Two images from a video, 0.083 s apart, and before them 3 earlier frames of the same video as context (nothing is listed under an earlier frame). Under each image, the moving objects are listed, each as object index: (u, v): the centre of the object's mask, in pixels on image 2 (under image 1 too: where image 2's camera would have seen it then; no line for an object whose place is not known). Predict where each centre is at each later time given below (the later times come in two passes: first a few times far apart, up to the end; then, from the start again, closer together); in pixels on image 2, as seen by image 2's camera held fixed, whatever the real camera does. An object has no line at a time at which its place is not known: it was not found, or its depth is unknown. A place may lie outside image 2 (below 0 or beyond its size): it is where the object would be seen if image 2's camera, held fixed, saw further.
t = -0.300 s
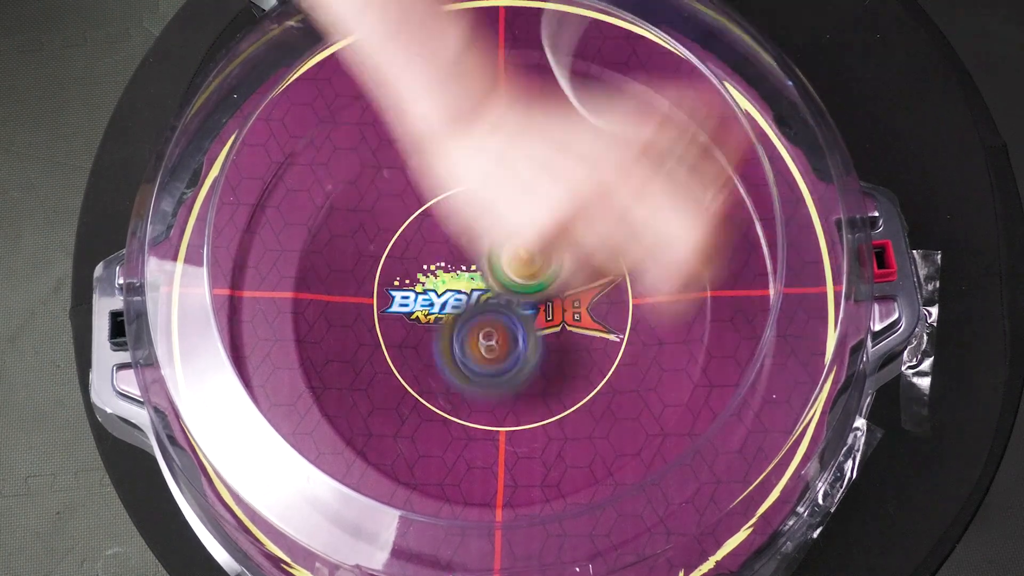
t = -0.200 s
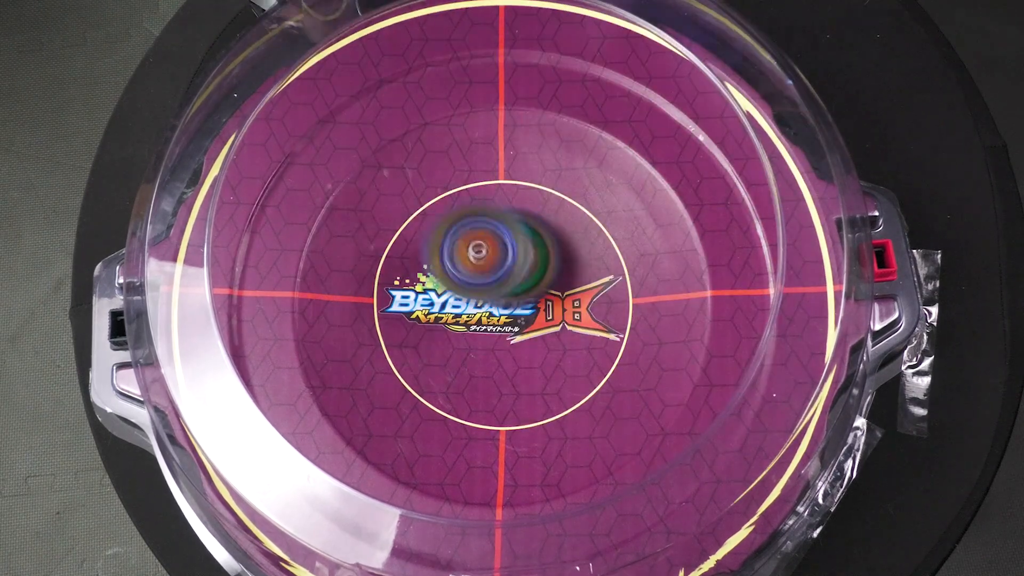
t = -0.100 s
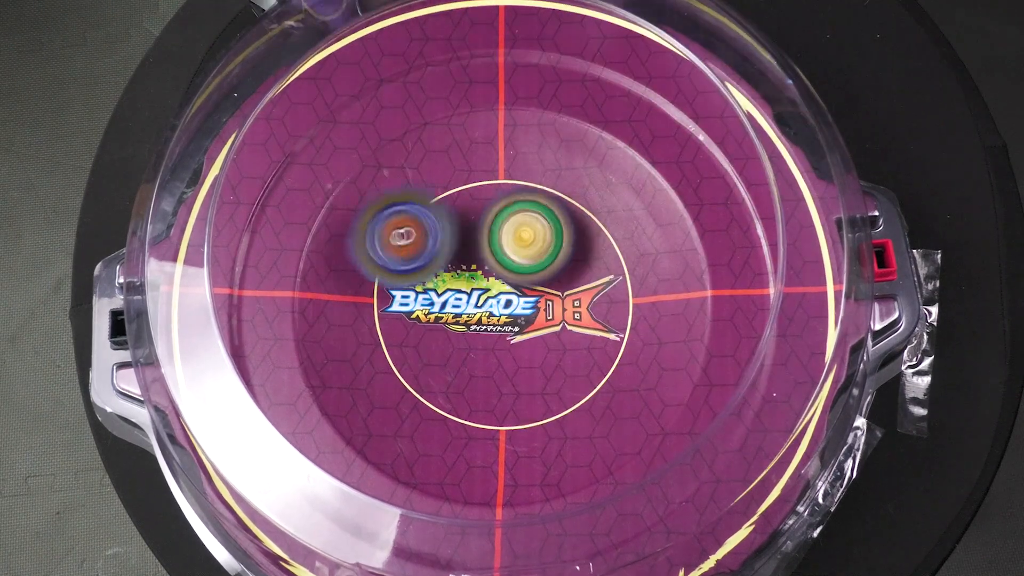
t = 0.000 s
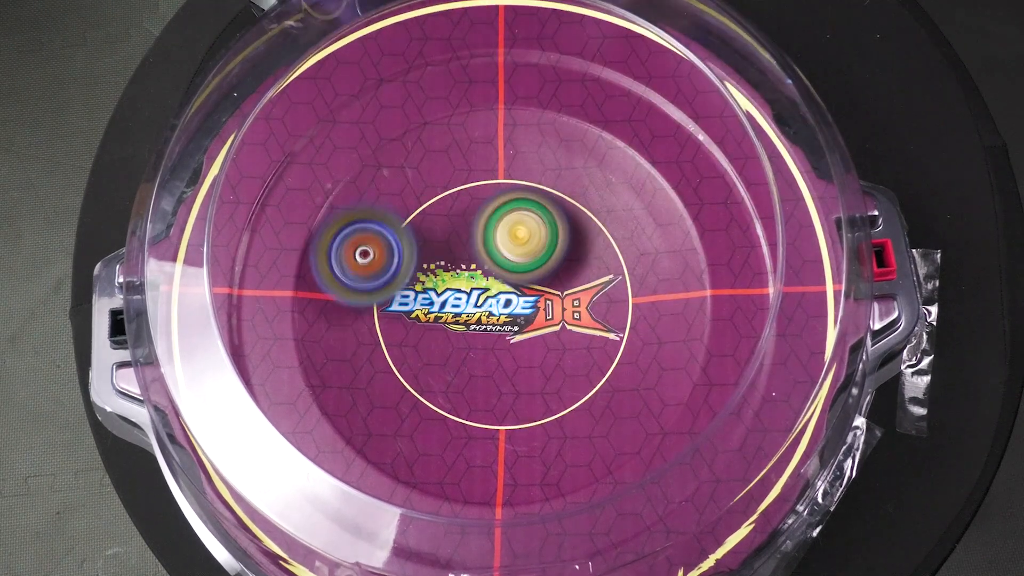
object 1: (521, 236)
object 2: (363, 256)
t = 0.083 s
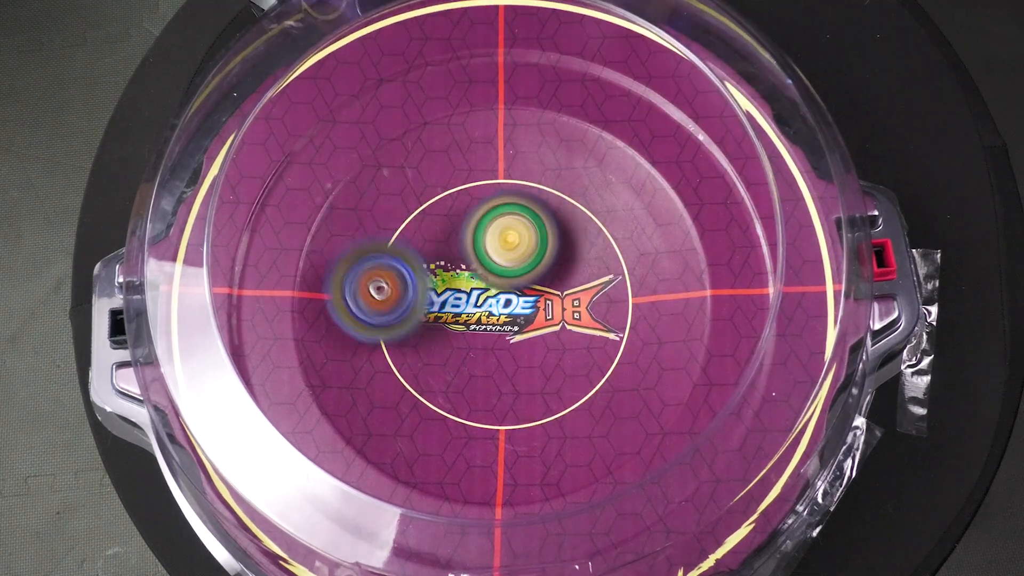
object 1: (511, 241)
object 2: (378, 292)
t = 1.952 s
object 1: (487, 330)
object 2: (408, 89)
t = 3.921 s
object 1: (471, 380)
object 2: (444, 277)
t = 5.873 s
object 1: (542, 356)
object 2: (428, 182)
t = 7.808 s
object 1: (481, 406)
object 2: (549, 153)
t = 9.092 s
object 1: (466, 373)
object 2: (491, 227)
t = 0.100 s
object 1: (509, 241)
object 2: (387, 299)
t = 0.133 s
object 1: (505, 243)
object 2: (410, 316)
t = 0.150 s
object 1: (502, 243)
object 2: (423, 324)
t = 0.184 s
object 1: (499, 243)
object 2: (454, 331)
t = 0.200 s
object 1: (497, 244)
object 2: (472, 336)
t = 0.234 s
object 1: (495, 245)
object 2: (506, 342)
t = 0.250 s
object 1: (493, 246)
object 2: (523, 341)
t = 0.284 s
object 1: (489, 247)
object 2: (559, 337)
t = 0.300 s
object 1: (488, 247)
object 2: (576, 331)
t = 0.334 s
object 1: (485, 248)
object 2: (606, 320)
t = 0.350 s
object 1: (483, 249)
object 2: (621, 311)
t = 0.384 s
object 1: (482, 250)
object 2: (642, 293)
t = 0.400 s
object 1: (480, 250)
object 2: (651, 281)
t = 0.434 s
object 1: (478, 251)
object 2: (664, 263)
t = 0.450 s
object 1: (477, 252)
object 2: (668, 250)
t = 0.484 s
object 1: (477, 254)
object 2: (671, 229)
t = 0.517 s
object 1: (477, 255)
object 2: (667, 204)
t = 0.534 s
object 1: (476, 255)
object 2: (663, 195)
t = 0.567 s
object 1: (473, 257)
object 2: (649, 172)
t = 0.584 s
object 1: (472, 258)
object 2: (639, 162)
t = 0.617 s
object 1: (469, 260)
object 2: (616, 144)
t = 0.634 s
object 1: (468, 260)
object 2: (601, 136)
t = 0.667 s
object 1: (465, 261)
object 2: (568, 125)
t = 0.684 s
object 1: (464, 262)
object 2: (551, 122)
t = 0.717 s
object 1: (461, 264)
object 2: (509, 124)
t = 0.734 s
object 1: (460, 265)
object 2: (491, 127)
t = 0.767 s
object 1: (458, 268)
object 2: (454, 142)
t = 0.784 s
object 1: (457, 269)
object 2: (438, 151)
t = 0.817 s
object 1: (457, 271)
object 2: (407, 178)
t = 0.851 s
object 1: (459, 278)
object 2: (377, 204)
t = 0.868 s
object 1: (460, 280)
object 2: (366, 218)
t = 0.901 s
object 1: (462, 284)
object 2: (349, 250)
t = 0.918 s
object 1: (462, 286)
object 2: (344, 268)
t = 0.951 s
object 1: (462, 289)
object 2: (341, 303)
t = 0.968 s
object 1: (462, 290)
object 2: (344, 321)
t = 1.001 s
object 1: (463, 291)
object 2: (357, 355)
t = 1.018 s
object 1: (464, 291)
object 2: (368, 369)
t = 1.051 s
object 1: (466, 291)
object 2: (394, 395)
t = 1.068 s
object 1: (466, 292)
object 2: (413, 406)
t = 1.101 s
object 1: (466, 292)
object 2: (450, 423)
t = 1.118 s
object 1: (467, 291)
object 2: (475, 430)
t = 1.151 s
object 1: (467, 291)
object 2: (520, 434)
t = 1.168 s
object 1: (467, 291)
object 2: (544, 433)
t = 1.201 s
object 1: (467, 291)
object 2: (589, 422)
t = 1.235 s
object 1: (467, 293)
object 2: (628, 403)
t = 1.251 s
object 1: (467, 293)
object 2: (646, 392)
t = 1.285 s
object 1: (467, 295)
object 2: (677, 361)
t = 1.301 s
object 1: (466, 296)
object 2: (688, 345)
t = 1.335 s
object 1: (466, 296)
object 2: (704, 310)
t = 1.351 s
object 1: (466, 297)
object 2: (710, 291)
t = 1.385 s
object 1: (467, 299)
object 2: (714, 253)
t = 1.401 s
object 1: (467, 300)
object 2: (713, 238)
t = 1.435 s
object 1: (467, 301)
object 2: (711, 202)
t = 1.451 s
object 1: (467, 302)
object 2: (710, 187)
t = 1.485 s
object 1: (467, 302)
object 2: (706, 155)
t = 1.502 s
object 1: (467, 303)
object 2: (701, 141)
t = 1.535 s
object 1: (467, 304)
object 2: (693, 111)
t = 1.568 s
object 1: (467, 305)
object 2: (673, 95)
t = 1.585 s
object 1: (466, 306)
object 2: (663, 87)
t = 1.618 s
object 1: (466, 307)
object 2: (639, 76)
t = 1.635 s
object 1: (466, 308)
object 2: (624, 74)
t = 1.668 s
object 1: (466, 309)
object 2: (595, 70)
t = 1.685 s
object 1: (466, 309)
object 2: (581, 68)
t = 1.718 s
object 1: (466, 311)
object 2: (553, 66)
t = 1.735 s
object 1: (467, 313)
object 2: (541, 66)
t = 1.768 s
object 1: (469, 315)
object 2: (514, 66)
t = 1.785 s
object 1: (470, 316)
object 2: (503, 67)
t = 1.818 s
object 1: (473, 318)
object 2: (480, 68)
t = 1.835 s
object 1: (474, 319)
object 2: (470, 69)
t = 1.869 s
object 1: (477, 321)
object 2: (449, 73)
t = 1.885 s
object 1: (480, 323)
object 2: (441, 76)
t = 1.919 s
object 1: (484, 326)
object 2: (423, 82)
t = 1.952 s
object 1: (487, 330)
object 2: (408, 89)
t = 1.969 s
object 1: (488, 331)
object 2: (400, 92)
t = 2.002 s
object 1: (490, 334)
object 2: (387, 103)
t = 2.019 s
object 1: (491, 335)
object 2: (381, 109)
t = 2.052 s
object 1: (492, 337)
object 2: (372, 121)
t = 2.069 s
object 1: (493, 338)
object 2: (366, 128)
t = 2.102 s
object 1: (494, 340)
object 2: (359, 144)
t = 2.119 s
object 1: (494, 341)
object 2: (357, 155)
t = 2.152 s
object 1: (495, 343)
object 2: (356, 182)
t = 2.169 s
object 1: (496, 344)
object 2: (358, 198)
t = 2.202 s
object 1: (497, 346)
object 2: (364, 234)
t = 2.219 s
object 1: (497, 346)
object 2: (368, 252)
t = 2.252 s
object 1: (497, 347)
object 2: (385, 298)
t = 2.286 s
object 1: (506, 350)
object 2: (394, 334)
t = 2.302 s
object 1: (518, 353)
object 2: (388, 349)
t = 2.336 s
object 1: (539, 356)
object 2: (385, 374)
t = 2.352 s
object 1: (547, 356)
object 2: (385, 388)
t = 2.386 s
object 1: (558, 355)
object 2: (392, 412)
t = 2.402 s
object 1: (561, 354)
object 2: (399, 423)
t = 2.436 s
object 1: (566, 352)
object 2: (417, 440)
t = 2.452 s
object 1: (567, 351)
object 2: (428, 446)
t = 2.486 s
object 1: (567, 351)
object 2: (451, 454)
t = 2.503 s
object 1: (567, 350)
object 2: (464, 455)
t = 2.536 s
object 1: (565, 349)
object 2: (492, 451)
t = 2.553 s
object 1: (564, 348)
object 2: (508, 446)
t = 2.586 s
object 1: (562, 343)
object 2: (532, 437)
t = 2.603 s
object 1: (561, 335)
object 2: (541, 434)
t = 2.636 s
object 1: (558, 321)
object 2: (561, 425)
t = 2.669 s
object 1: (554, 307)
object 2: (577, 407)
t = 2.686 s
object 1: (551, 299)
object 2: (583, 396)
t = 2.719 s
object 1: (545, 286)
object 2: (593, 374)
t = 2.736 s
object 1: (539, 276)
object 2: (599, 369)
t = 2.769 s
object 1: (527, 253)
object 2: (609, 350)
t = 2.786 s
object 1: (521, 242)
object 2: (611, 341)
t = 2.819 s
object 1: (511, 225)
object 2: (610, 317)
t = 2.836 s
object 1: (505, 216)
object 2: (606, 304)
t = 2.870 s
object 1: (498, 202)
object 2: (594, 279)
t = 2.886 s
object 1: (495, 197)
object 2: (586, 268)
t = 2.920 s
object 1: (488, 187)
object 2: (564, 247)
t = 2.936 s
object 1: (479, 178)
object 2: (557, 243)
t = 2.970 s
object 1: (463, 162)
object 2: (543, 239)
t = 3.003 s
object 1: (453, 151)
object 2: (528, 237)
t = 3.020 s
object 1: (450, 147)
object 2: (520, 239)
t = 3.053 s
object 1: (449, 143)
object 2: (505, 243)
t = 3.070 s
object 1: (450, 141)
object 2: (499, 245)
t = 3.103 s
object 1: (455, 141)
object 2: (486, 255)
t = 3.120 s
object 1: (460, 143)
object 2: (477, 260)
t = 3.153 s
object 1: (475, 149)
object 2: (463, 272)
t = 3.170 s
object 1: (484, 153)
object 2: (458, 279)
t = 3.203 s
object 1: (506, 168)
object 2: (450, 292)
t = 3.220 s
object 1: (519, 176)
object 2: (450, 296)
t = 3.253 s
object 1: (546, 195)
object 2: (450, 312)
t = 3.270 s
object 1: (559, 206)
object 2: (450, 316)
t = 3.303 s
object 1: (590, 233)
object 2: (454, 325)
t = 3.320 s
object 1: (601, 247)
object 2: (457, 331)
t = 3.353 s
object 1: (625, 279)
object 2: (465, 343)
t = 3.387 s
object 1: (645, 313)
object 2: (477, 352)
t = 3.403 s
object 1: (654, 329)
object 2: (485, 354)
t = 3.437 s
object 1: (661, 358)
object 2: (500, 355)
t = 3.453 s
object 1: (663, 371)
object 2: (509, 354)
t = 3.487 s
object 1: (663, 394)
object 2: (520, 347)
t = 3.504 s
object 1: (660, 404)
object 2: (525, 344)
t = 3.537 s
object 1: (650, 419)
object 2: (532, 334)
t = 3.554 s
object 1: (644, 428)
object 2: (534, 328)
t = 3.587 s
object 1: (628, 441)
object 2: (537, 315)
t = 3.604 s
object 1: (616, 444)
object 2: (539, 308)
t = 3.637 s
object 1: (595, 451)
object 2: (537, 297)
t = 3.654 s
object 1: (586, 453)
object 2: (534, 292)
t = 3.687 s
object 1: (567, 453)
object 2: (526, 285)
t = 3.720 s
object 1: (548, 448)
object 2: (516, 274)
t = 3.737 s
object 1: (540, 446)
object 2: (508, 269)
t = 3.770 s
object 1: (522, 437)
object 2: (494, 264)
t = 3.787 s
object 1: (515, 432)
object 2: (488, 262)
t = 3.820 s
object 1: (500, 421)
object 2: (472, 263)
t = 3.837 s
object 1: (494, 415)
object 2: (465, 264)
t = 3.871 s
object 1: (482, 400)
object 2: (454, 267)
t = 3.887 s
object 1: (477, 392)
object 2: (451, 271)
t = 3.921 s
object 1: (471, 380)
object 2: (444, 277)
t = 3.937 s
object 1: (471, 380)
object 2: (439, 270)
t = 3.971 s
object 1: (472, 381)
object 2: (431, 258)
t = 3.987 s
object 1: (473, 380)
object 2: (428, 254)
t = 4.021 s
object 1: (477, 374)
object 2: (425, 247)
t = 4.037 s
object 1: (479, 369)
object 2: (423, 246)
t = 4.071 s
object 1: (485, 356)
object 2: (422, 244)
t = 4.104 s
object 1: (490, 342)
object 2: (425, 246)
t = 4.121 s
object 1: (493, 335)
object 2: (428, 250)
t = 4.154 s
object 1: (502, 329)
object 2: (428, 248)
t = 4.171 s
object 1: (507, 329)
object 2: (426, 245)
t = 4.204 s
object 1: (515, 329)
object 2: (424, 241)
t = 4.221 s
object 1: (517, 328)
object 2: (424, 240)
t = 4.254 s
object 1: (520, 326)
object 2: (424, 241)
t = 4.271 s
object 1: (520, 325)
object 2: (424, 242)
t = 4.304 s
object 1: (520, 323)
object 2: (425, 246)
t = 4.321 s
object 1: (519, 322)
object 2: (427, 249)
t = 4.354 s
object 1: (518, 320)
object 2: (434, 258)
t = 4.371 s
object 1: (520, 323)
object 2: (433, 258)
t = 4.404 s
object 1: (527, 331)
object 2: (431, 258)
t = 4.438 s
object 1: (532, 334)
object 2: (432, 258)
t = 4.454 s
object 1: (533, 334)
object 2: (432, 259)
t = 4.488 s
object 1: (534, 333)
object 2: (436, 261)
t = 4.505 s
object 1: (534, 332)
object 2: (438, 264)
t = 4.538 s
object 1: (535, 332)
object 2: (445, 267)
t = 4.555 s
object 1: (547, 339)
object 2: (436, 261)
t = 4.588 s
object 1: (570, 350)
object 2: (419, 245)
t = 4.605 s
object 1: (579, 355)
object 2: (410, 237)
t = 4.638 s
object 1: (592, 360)
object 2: (394, 222)
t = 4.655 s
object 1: (595, 363)
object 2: (388, 215)
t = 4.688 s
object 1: (599, 365)
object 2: (377, 206)
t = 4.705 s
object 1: (599, 365)
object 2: (372, 204)
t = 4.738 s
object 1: (596, 365)
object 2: (363, 199)
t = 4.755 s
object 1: (592, 365)
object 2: (359, 199)
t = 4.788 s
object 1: (583, 364)
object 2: (355, 198)
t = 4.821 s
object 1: (572, 362)
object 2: (353, 199)
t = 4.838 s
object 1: (566, 361)
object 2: (354, 200)
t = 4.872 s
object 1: (554, 357)
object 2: (358, 204)
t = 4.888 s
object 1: (547, 353)
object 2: (361, 206)
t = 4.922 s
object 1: (535, 347)
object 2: (372, 212)
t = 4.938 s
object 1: (529, 343)
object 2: (378, 214)
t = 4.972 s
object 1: (518, 334)
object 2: (393, 221)
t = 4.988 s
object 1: (514, 330)
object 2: (401, 223)
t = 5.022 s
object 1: (507, 321)
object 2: (419, 230)
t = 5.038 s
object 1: (504, 317)
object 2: (428, 233)
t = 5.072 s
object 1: (514, 321)
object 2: (440, 225)
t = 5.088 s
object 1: (526, 329)
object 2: (434, 212)
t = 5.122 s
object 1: (547, 343)
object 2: (424, 185)
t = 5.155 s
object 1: (563, 351)
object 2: (418, 166)
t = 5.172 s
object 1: (568, 353)
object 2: (415, 157)
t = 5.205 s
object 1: (574, 353)
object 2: (412, 149)
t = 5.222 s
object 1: (574, 353)
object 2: (410, 145)
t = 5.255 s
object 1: (572, 349)
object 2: (409, 144)
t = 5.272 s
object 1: (569, 347)
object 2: (408, 144)
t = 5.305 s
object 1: (565, 343)
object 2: (407, 148)
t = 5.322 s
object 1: (561, 340)
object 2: (407, 150)
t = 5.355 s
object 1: (554, 336)
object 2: (408, 155)
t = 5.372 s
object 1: (550, 333)
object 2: (408, 157)
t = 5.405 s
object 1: (543, 328)
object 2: (410, 164)
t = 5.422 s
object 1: (540, 326)
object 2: (412, 168)
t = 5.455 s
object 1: (534, 321)
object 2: (415, 177)
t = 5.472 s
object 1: (531, 319)
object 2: (417, 182)
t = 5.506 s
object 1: (526, 315)
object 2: (422, 193)
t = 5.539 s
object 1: (523, 312)
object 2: (429, 205)
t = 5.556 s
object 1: (522, 310)
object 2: (433, 212)
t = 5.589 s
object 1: (519, 306)
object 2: (442, 224)
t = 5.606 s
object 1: (519, 306)
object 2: (448, 228)
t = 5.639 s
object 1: (537, 327)
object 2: (439, 216)
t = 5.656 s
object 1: (545, 337)
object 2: (434, 209)
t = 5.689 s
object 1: (557, 352)
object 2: (426, 195)
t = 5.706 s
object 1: (561, 356)
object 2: (423, 190)
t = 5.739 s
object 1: (565, 362)
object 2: (418, 181)
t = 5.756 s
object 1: (564, 363)
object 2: (418, 178)
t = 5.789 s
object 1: (561, 363)
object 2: (418, 174)
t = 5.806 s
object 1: (558, 362)
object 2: (419, 174)
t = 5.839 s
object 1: (551, 359)
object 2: (423, 176)
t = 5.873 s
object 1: (542, 356)
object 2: (428, 182)
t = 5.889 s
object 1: (538, 353)
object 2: (431, 186)
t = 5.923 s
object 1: (529, 350)
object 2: (439, 197)
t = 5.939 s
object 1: (526, 348)
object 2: (442, 202)
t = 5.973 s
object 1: (519, 344)
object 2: (450, 215)
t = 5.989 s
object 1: (515, 342)
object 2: (455, 220)
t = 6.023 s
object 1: (510, 338)
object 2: (465, 232)
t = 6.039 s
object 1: (508, 337)
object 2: (468, 236)
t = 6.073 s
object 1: (510, 342)
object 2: (474, 234)
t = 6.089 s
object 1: (511, 347)
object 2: (475, 229)
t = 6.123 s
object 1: (512, 350)
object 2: (479, 220)
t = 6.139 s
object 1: (511, 350)
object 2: (480, 219)
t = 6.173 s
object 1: (507, 350)
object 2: (485, 218)
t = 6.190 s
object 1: (505, 349)
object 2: (488, 218)
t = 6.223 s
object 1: (500, 346)
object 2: (492, 223)
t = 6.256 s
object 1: (495, 344)
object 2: (495, 229)
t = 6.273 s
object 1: (493, 343)
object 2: (496, 234)
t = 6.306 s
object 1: (489, 349)
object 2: (494, 233)
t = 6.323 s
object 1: (487, 351)
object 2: (493, 232)
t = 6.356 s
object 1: (484, 351)
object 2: (490, 231)
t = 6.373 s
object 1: (482, 350)
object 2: (489, 231)
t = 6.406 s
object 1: (479, 348)
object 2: (492, 230)
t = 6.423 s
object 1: (478, 347)
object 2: (494, 230)
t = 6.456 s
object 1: (475, 344)
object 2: (500, 231)
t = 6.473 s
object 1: (474, 343)
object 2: (505, 235)
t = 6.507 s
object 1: (471, 340)
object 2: (510, 239)
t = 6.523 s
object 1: (470, 339)
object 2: (514, 240)
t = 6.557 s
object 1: (467, 341)
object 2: (520, 237)
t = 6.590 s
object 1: (466, 342)
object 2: (523, 234)
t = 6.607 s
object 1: (466, 341)
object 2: (523, 232)
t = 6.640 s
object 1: (466, 339)
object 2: (521, 230)
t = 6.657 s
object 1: (466, 338)
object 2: (519, 229)
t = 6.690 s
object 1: (467, 336)
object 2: (513, 228)
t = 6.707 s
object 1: (467, 334)
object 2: (510, 229)
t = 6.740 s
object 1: (468, 333)
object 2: (503, 230)
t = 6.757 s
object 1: (469, 332)
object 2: (501, 229)
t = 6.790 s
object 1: (470, 335)
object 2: (500, 228)
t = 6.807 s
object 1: (472, 335)
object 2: (499, 228)
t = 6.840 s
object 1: (474, 335)
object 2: (500, 228)
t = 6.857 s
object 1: (475, 334)
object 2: (500, 228)
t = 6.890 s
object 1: (477, 332)
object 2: (506, 230)
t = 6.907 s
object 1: (478, 331)
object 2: (509, 232)
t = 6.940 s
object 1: (481, 333)
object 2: (516, 232)
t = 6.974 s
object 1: (482, 340)
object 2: (525, 226)
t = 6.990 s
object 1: (482, 342)
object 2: (531, 223)
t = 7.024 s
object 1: (484, 343)
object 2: (537, 221)
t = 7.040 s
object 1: (484, 343)
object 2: (539, 223)
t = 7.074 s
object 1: (484, 343)
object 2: (540, 229)
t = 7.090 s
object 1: (484, 342)
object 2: (538, 234)
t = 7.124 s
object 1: (485, 340)
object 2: (532, 241)
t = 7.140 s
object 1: (485, 340)
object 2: (529, 243)
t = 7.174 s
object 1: (482, 347)
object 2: (527, 240)
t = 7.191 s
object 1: (481, 348)
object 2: (527, 237)
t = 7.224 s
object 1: (481, 349)
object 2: (522, 233)
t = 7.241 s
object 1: (481, 348)
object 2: (518, 232)
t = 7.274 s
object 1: (481, 346)
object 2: (511, 229)
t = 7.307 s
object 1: (482, 343)
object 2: (505, 227)
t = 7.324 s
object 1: (483, 341)
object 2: (501, 227)
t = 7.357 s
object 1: (485, 338)
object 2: (494, 228)
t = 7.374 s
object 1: (486, 337)
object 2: (491, 228)
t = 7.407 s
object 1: (487, 335)
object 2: (488, 230)
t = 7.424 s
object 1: (488, 338)
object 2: (487, 228)
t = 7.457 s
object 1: (488, 344)
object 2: (488, 222)
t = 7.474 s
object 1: (490, 346)
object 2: (488, 217)
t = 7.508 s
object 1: (491, 345)
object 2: (492, 213)
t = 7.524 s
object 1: (492, 345)
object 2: (493, 213)
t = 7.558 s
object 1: (493, 342)
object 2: (500, 216)
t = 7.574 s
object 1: (493, 341)
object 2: (504, 220)
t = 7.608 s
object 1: (494, 339)
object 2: (511, 228)
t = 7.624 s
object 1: (494, 337)
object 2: (515, 233)
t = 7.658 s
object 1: (491, 358)
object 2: (527, 225)
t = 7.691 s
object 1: (488, 383)
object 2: (537, 196)
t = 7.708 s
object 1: (486, 392)
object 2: (540, 188)
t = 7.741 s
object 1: (484, 404)
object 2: (549, 169)
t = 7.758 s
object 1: (482, 406)
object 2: (549, 162)
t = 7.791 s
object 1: (481, 407)
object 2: (549, 154)
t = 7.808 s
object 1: (481, 406)
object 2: (549, 153)
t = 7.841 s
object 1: (480, 402)
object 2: (543, 151)
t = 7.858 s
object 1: (479, 399)
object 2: (538, 151)
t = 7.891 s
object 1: (478, 393)
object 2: (529, 155)
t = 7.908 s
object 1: (478, 390)
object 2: (526, 157)
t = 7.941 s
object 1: (476, 382)
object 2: (516, 166)
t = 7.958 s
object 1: (477, 377)
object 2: (511, 171)
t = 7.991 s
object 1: (477, 369)
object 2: (502, 184)
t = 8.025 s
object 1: (477, 358)
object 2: (496, 198)
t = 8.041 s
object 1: (478, 355)
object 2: (494, 205)
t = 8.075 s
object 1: (478, 346)
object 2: (489, 221)
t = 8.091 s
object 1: (479, 342)
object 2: (488, 227)
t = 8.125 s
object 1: (479, 343)
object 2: (488, 232)
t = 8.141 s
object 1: (480, 349)
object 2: (488, 229)
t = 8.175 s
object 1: (482, 356)
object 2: (491, 225)
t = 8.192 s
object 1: (484, 358)
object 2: (494, 224)
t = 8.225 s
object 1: (486, 357)
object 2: (501, 222)
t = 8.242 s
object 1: (486, 356)
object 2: (504, 220)
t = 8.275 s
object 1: (486, 352)
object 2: (507, 219)
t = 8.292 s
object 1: (487, 349)
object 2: (508, 221)
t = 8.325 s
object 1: (486, 343)
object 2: (510, 224)
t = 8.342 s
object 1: (487, 341)
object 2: (511, 225)
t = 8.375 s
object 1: (486, 336)
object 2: (511, 229)
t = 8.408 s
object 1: (485, 337)
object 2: (513, 228)
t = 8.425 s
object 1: (484, 340)
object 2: (515, 225)
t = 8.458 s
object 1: (485, 342)
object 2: (518, 219)
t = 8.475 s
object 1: (485, 342)
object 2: (519, 217)
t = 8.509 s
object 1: (486, 339)
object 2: (520, 216)
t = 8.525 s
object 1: (486, 337)
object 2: (520, 216)
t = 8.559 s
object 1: (487, 333)
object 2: (520, 219)
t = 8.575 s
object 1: (487, 331)
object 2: (521, 222)
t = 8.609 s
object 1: (487, 330)
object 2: (521, 228)
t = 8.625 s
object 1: (484, 339)
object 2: (526, 221)
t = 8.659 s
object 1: (482, 354)
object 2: (533, 208)
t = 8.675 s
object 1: (481, 359)
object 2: (536, 204)
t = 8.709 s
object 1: (481, 364)
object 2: (538, 200)
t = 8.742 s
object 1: (481, 364)
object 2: (540, 203)
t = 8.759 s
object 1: (481, 363)
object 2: (539, 208)
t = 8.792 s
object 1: (482, 359)
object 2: (534, 218)
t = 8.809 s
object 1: (481, 357)
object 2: (531, 224)
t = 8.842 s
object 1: (482, 352)
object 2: (523, 237)
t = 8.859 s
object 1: (481, 349)
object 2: (519, 243)
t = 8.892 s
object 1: (475, 361)
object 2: (514, 241)
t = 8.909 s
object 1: (471, 369)
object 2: (511, 239)
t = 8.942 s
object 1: (467, 380)
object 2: (507, 232)
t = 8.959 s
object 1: (466, 381)
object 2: (502, 231)
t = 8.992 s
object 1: (466, 382)
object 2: (498, 229)
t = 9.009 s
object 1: (465, 381)
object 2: (496, 227)
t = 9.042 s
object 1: (466, 379)
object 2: (492, 226)
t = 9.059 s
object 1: (466, 377)
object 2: (492, 226)
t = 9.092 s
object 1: (466, 373)
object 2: (491, 227)
